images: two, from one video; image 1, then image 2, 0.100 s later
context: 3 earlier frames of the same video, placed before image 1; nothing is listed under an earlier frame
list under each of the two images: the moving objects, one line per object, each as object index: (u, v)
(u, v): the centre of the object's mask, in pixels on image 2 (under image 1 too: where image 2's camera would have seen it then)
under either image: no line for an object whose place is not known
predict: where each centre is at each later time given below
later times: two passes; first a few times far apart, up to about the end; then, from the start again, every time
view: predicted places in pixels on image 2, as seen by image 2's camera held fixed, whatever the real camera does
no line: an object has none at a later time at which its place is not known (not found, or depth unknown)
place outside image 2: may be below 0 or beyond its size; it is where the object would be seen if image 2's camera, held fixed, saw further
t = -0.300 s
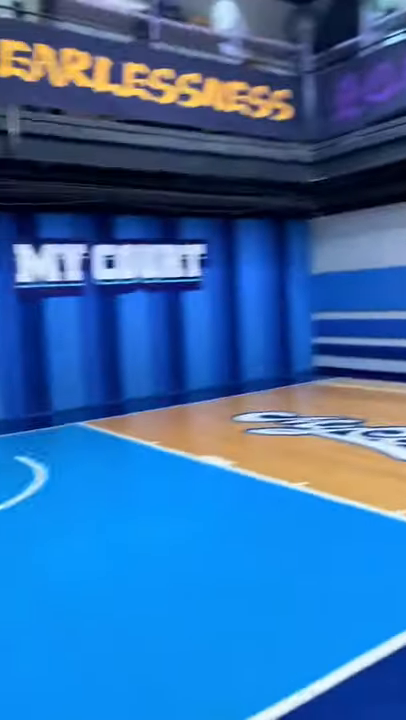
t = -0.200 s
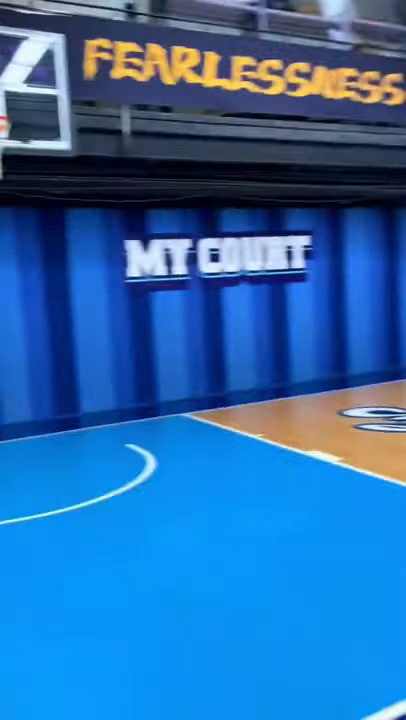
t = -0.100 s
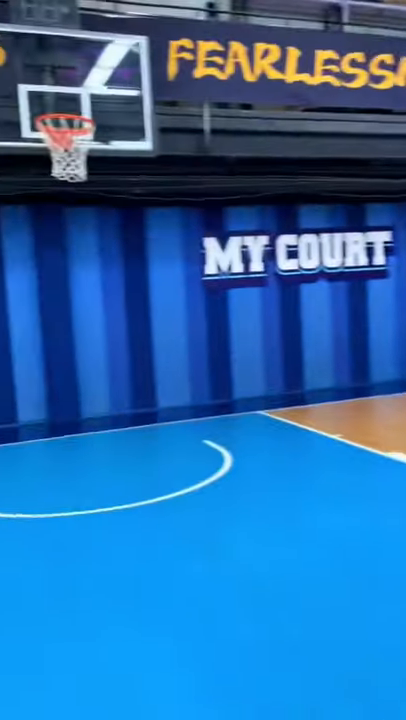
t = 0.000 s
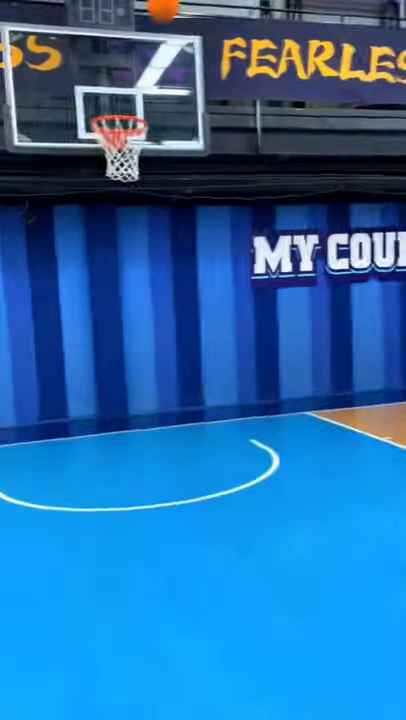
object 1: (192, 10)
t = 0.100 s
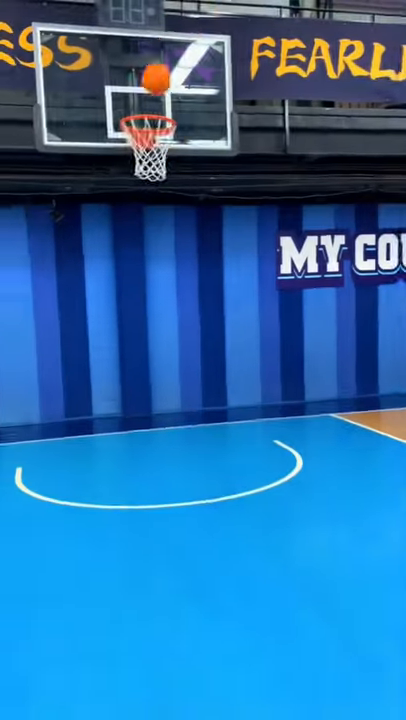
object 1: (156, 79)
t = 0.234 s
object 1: (134, 149)
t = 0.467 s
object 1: (157, 162)
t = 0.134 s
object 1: (145, 104)
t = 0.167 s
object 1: (138, 132)
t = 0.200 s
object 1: (134, 145)
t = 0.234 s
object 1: (134, 149)
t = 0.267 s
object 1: (137, 150)
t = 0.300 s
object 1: (140, 152)
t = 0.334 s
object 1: (143, 152)
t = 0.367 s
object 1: (145, 152)
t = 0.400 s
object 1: (150, 156)
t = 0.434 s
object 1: (153, 159)
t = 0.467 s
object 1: (157, 162)
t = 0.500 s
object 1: (159, 163)
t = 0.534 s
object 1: (160, 164)
